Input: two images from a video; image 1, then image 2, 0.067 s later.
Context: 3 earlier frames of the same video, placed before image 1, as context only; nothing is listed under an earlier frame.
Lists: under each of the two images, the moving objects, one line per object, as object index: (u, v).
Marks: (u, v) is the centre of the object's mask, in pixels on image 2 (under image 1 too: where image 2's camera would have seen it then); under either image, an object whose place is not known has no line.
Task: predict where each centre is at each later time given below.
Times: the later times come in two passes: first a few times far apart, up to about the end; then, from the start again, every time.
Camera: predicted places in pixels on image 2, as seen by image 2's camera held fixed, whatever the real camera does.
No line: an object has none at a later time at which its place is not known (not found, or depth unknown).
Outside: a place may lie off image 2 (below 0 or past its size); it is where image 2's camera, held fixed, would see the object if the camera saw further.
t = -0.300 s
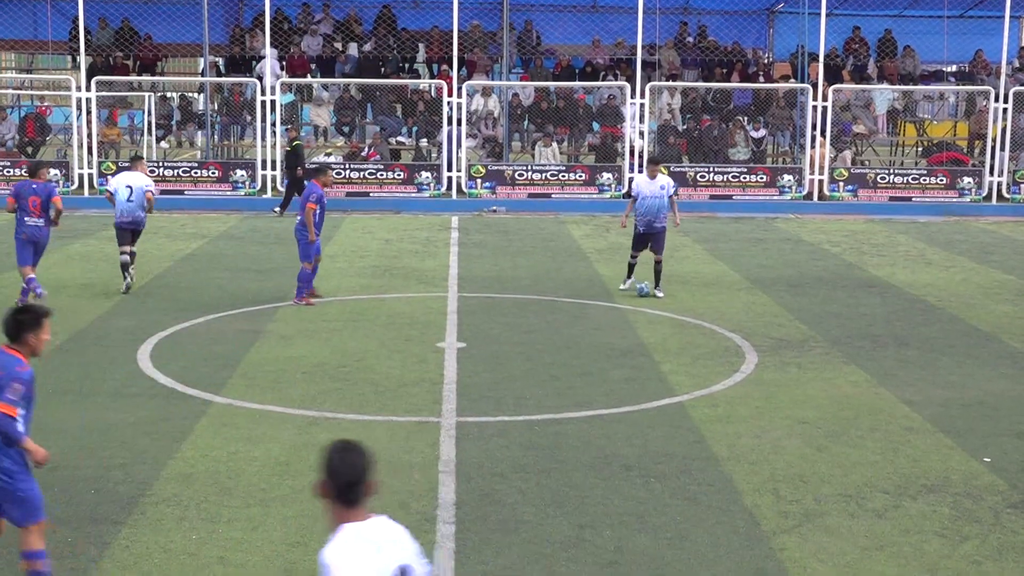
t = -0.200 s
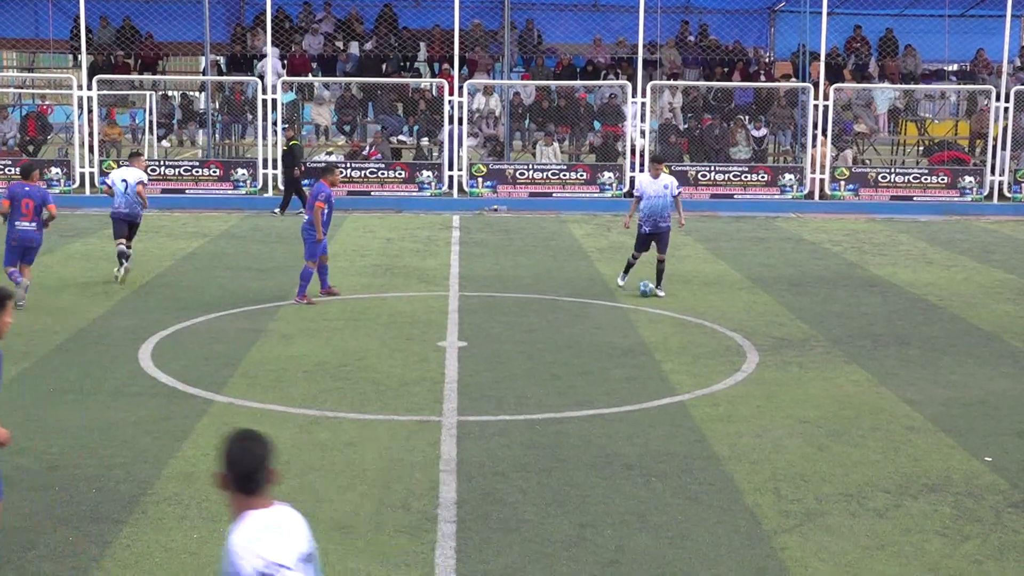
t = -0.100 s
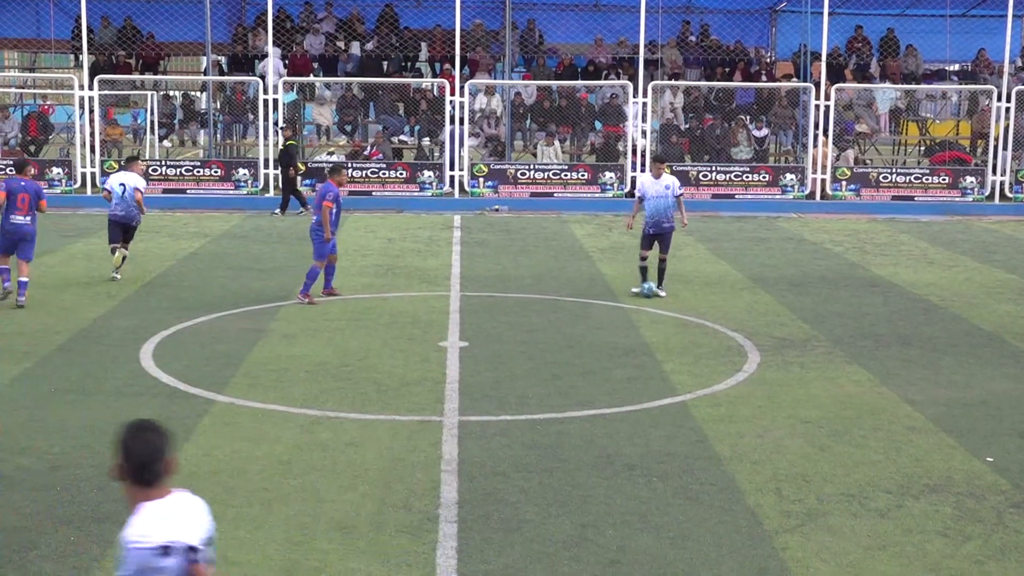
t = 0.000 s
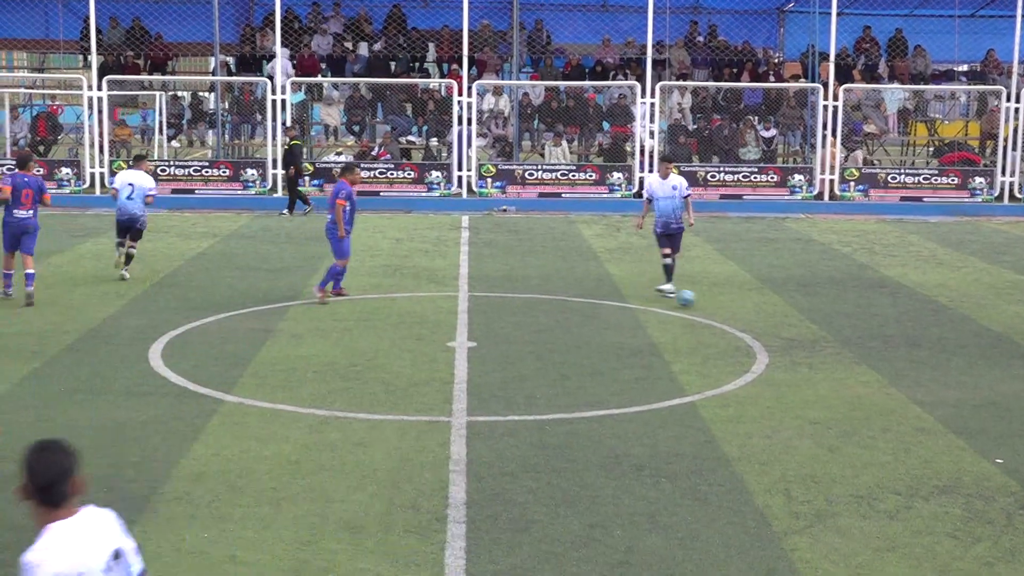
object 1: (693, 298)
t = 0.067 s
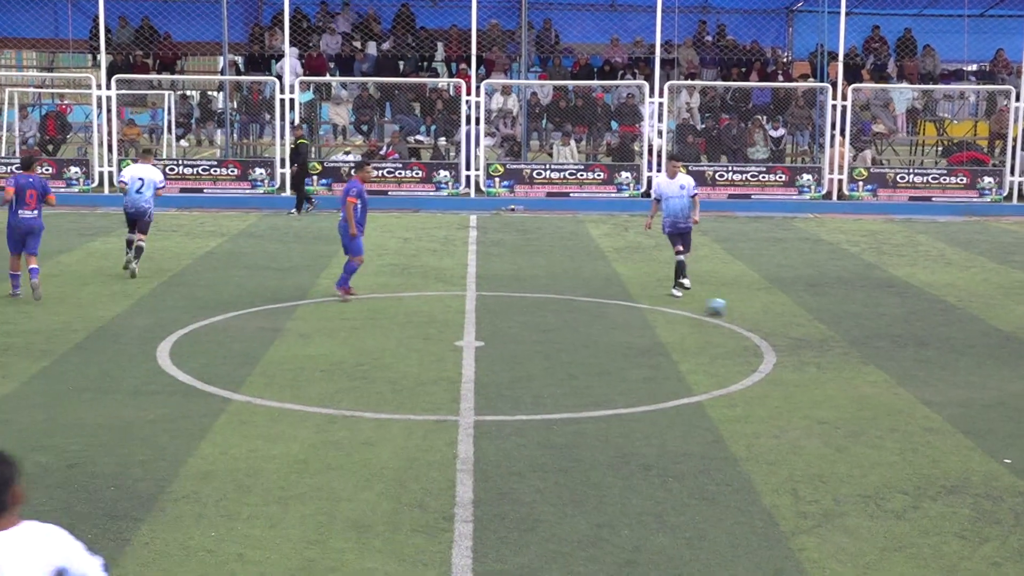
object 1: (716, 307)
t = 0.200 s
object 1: (762, 322)
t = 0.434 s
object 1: (843, 350)
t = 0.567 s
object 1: (889, 367)
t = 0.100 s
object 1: (728, 310)
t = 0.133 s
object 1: (739, 314)
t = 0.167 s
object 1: (750, 318)
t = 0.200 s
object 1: (762, 322)
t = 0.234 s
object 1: (773, 326)
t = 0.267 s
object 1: (785, 329)
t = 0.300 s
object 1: (797, 334)
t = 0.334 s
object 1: (808, 338)
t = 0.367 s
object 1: (821, 342)
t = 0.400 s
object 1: (832, 347)
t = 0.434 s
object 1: (843, 350)
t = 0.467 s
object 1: (854, 354)
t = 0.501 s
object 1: (866, 360)
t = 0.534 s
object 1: (877, 363)
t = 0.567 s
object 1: (889, 367)
